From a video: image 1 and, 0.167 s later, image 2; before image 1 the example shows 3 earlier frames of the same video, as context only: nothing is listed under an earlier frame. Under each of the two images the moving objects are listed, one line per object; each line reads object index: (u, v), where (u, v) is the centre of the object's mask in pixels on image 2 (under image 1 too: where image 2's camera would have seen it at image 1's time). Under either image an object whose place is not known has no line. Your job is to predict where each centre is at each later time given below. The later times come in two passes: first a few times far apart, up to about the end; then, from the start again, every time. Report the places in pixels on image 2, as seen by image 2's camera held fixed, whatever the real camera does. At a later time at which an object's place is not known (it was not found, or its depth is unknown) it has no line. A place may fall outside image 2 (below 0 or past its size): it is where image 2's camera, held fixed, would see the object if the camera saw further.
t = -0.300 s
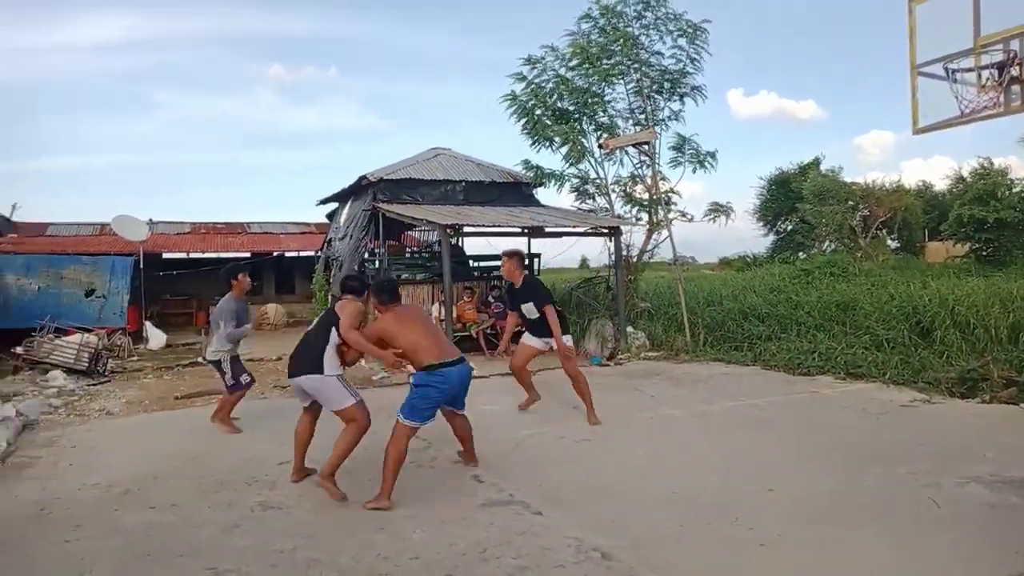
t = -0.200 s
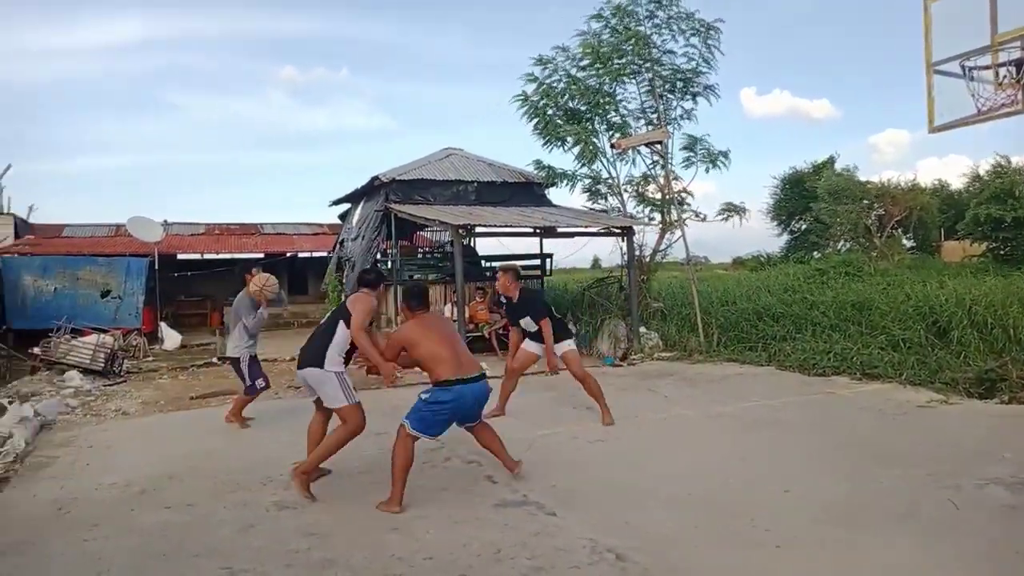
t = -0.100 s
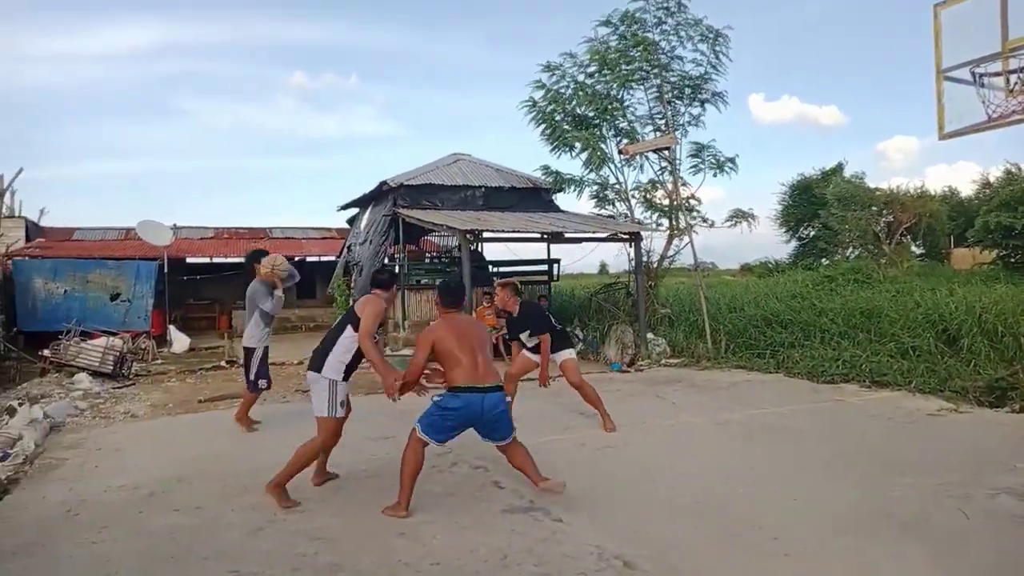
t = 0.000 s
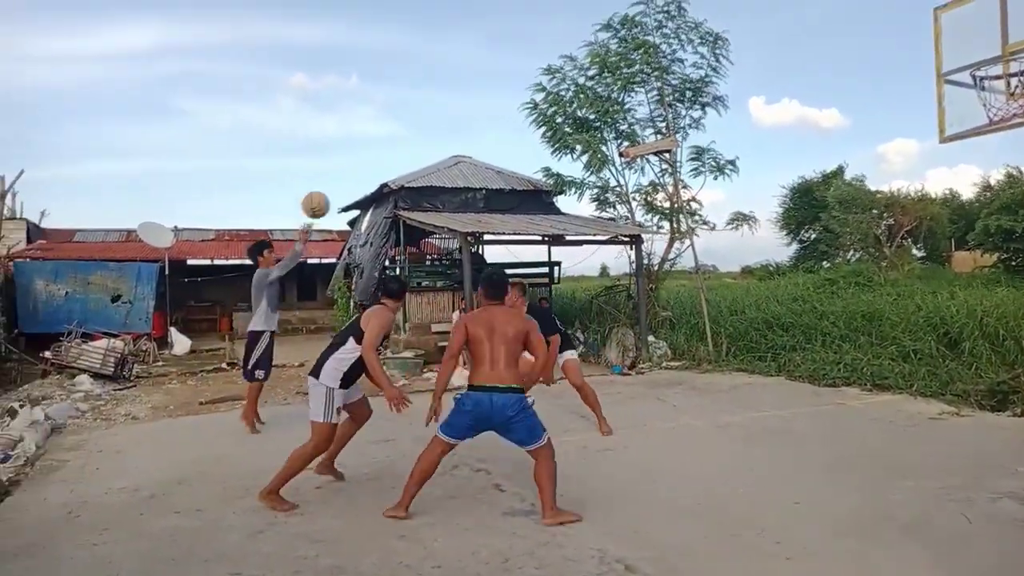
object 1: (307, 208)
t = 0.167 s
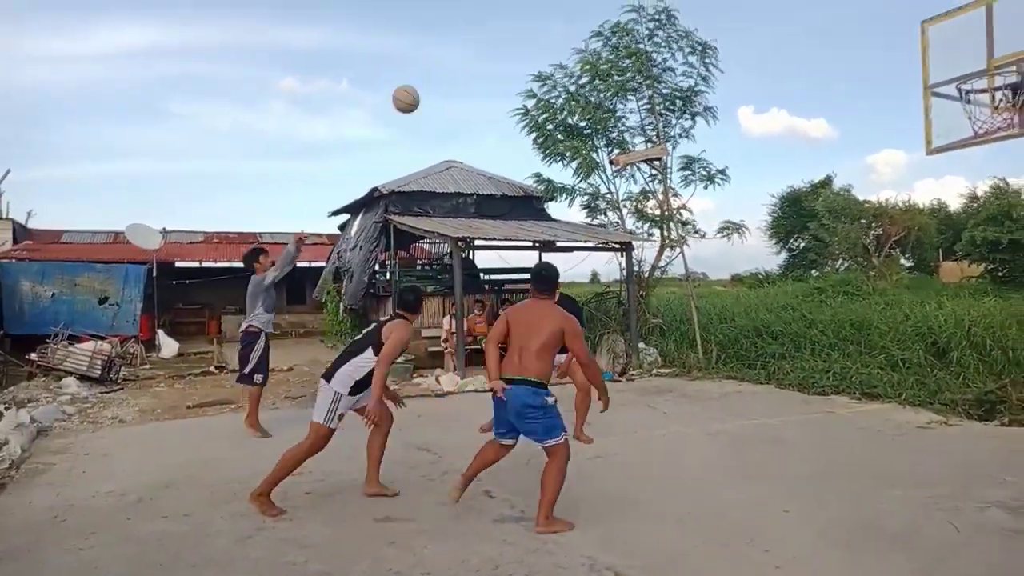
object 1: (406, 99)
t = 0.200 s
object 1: (425, 80)
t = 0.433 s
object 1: (558, -7)
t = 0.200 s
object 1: (425, 80)
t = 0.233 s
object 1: (445, 64)
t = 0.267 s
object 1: (463, 49)
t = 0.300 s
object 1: (483, 35)
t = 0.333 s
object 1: (501, 21)
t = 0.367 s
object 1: (520, 11)
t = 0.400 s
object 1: (540, 1)
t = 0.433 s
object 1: (558, -7)
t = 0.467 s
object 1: (577, -16)
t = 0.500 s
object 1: (596, -23)
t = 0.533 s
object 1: (616, -27)
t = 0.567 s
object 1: (634, -32)
